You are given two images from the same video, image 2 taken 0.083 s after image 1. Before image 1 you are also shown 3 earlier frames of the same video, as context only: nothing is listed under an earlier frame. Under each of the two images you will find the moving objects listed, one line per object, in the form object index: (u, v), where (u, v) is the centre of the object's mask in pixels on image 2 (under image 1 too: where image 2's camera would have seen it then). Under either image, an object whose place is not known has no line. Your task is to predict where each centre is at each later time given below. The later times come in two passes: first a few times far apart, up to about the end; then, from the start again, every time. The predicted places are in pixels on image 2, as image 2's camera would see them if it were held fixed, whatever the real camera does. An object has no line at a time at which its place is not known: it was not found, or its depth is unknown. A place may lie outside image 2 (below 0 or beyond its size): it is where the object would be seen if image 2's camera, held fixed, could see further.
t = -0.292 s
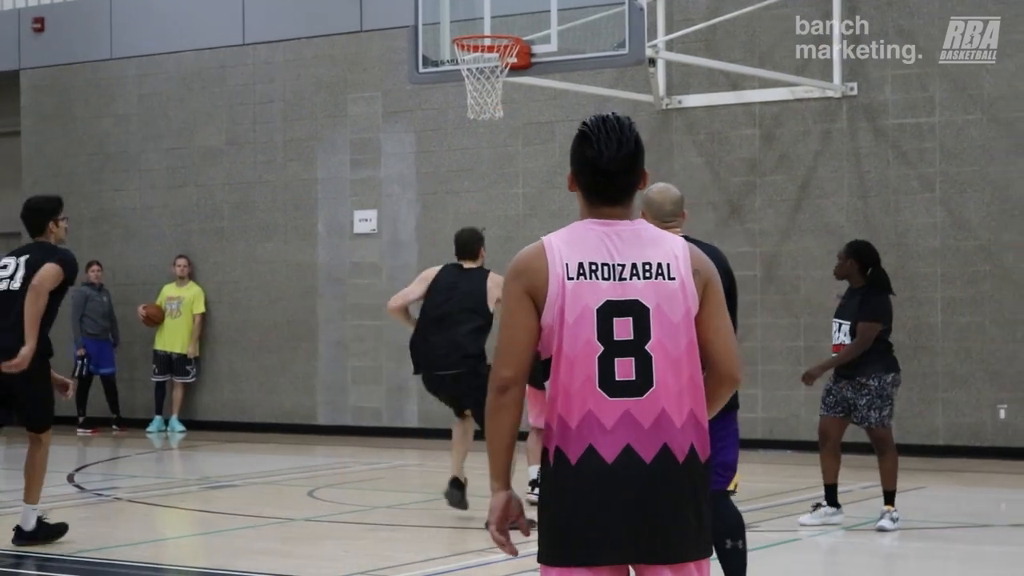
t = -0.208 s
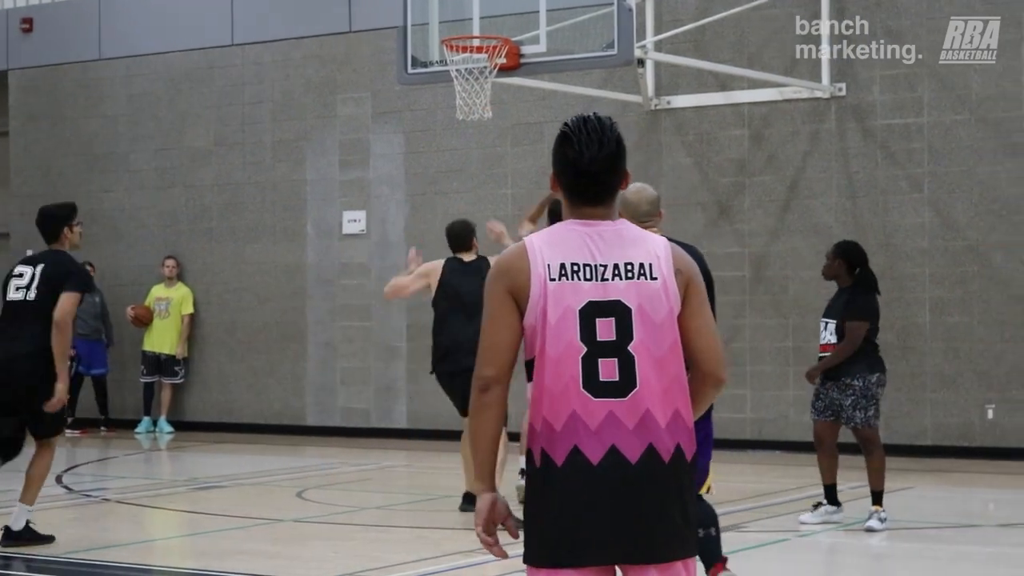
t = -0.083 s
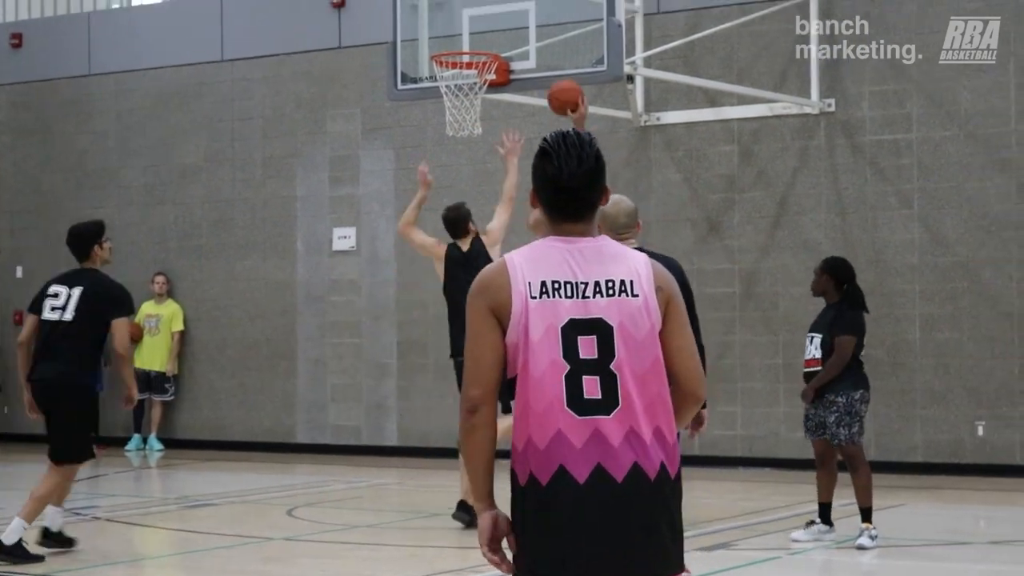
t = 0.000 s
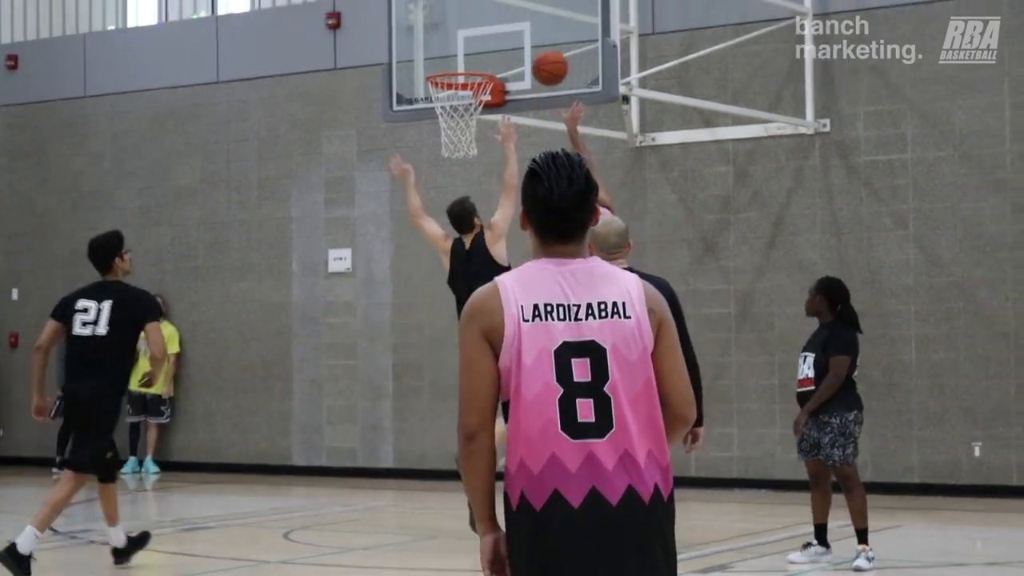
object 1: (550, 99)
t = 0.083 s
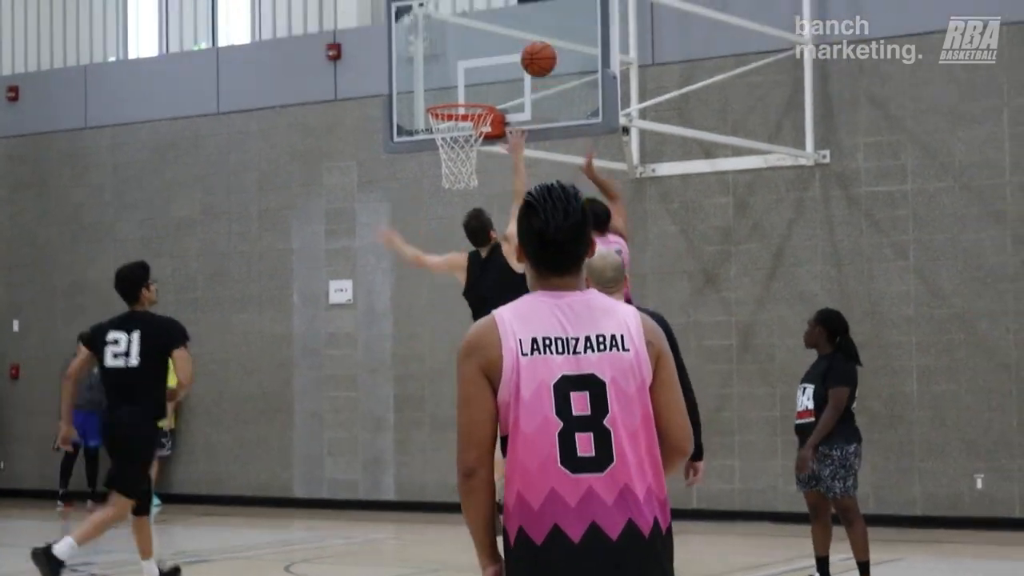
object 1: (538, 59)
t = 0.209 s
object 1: (524, 22)
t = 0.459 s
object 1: (488, 9)
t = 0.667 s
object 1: (454, 71)
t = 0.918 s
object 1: (494, 136)
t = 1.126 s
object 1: (496, 147)
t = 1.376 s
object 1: (466, 219)
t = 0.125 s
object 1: (534, 46)
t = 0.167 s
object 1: (528, 30)
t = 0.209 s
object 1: (524, 22)
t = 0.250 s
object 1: (517, 12)
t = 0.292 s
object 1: (514, 8)
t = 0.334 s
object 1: (507, 4)
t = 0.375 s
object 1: (502, 4)
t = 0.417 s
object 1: (494, 6)
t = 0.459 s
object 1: (488, 9)
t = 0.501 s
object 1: (480, 18)
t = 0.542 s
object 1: (475, 25)
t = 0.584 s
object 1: (467, 39)
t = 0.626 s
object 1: (462, 51)
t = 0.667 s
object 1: (454, 71)
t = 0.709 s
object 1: (448, 86)
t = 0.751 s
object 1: (446, 98)
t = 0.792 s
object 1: (458, 115)
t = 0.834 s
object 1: (475, 128)
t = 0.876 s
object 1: (485, 135)
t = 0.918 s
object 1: (494, 136)
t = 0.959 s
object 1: (497, 137)
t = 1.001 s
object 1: (499, 138)
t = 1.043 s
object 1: (500, 141)
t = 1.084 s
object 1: (498, 144)
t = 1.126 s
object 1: (496, 147)
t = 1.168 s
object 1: (494, 153)
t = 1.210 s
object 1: (491, 160)
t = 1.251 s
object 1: (486, 176)
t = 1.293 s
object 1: (478, 188)
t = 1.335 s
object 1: (471, 205)
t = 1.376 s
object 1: (466, 219)
